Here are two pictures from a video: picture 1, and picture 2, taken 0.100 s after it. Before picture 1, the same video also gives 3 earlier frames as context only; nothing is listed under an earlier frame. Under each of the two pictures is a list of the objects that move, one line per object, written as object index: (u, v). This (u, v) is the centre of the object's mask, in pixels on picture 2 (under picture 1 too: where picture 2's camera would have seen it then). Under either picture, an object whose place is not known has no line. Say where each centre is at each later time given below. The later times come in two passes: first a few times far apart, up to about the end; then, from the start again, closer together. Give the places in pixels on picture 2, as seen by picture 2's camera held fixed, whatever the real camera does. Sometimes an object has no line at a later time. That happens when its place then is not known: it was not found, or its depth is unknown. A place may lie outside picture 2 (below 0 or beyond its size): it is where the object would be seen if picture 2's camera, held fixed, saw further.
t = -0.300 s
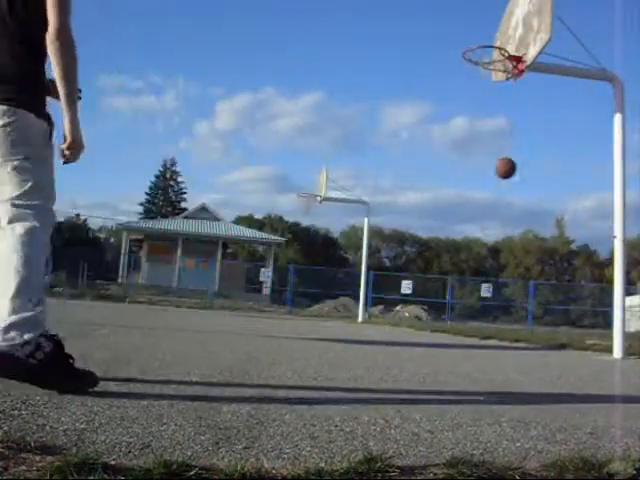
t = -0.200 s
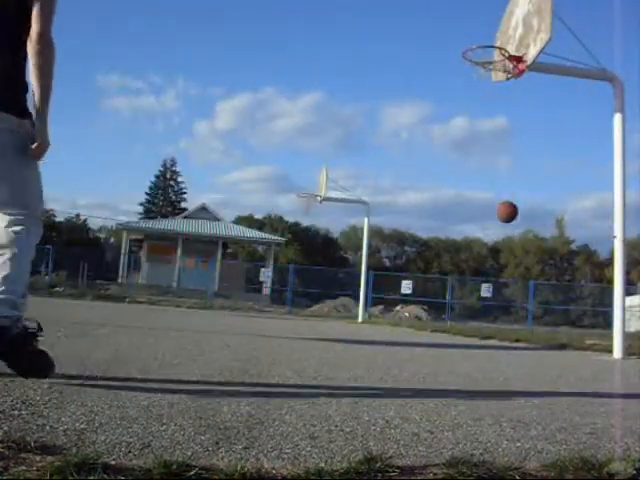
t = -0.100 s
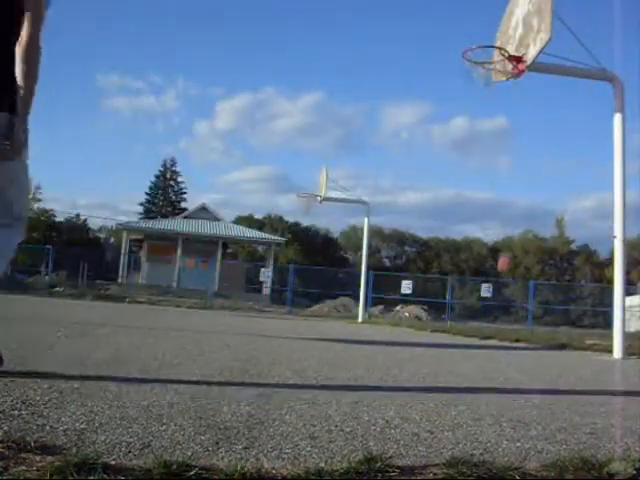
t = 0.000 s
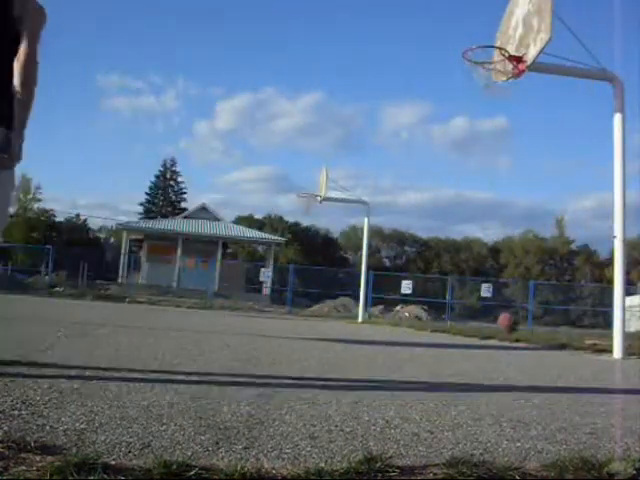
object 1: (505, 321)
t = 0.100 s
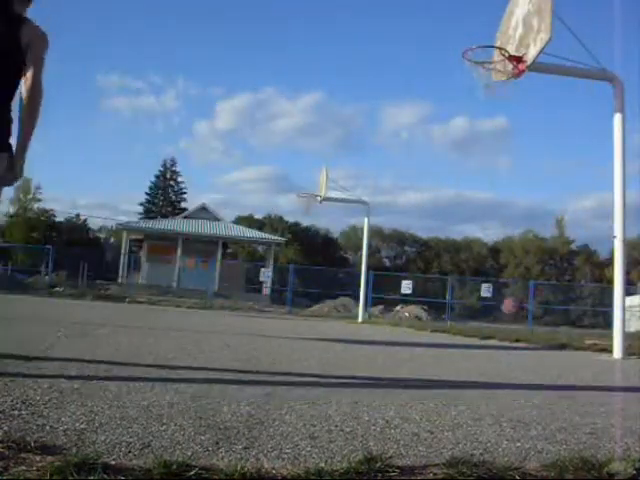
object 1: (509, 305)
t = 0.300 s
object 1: (525, 222)
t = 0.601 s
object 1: (540, 159)
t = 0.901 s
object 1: (552, 174)
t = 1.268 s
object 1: (558, 315)
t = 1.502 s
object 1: (569, 265)
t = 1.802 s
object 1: (583, 200)
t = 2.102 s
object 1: (592, 227)
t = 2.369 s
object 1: (595, 334)
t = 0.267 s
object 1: (523, 233)
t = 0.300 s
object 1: (525, 222)
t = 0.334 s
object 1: (527, 211)
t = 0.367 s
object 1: (529, 201)
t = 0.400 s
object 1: (530, 192)
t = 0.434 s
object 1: (532, 184)
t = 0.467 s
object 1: (533, 177)
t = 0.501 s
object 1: (535, 171)
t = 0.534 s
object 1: (537, 166)
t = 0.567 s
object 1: (538, 162)
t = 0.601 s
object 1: (540, 159)
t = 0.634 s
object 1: (541, 156)
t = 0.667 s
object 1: (542, 155)
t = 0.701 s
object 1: (544, 155)
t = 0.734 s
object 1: (545, 156)
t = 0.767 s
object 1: (546, 157)
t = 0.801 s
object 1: (547, 160)
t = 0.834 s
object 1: (549, 164)
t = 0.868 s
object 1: (550, 169)
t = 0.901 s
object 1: (552, 174)
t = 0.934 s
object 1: (553, 182)
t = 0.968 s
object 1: (554, 190)
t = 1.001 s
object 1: (555, 199)
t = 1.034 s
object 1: (556, 210)
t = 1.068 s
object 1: (557, 221)
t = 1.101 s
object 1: (560, 232)
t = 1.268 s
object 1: (558, 315)
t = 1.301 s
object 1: (560, 337)
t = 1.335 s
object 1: (563, 340)
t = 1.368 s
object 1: (563, 323)
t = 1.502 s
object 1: (569, 265)
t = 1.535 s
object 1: (569, 253)
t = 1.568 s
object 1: (577, 243)
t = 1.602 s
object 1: (578, 234)
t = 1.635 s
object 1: (579, 225)
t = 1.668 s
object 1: (579, 218)
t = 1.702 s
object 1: (580, 212)
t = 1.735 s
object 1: (581, 207)
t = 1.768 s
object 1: (582, 203)
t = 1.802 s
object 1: (583, 200)
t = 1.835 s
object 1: (585, 198)
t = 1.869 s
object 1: (585, 198)
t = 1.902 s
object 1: (586, 199)
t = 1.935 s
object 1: (588, 201)
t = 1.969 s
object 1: (589, 203)
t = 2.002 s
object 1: (589, 208)
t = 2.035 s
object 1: (590, 213)
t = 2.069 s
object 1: (591, 220)
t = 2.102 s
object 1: (592, 227)
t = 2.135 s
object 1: (592, 236)
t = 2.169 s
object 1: (594, 246)
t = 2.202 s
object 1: (595, 257)
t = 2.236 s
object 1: (596, 271)
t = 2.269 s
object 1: (597, 285)
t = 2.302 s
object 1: (595, 302)
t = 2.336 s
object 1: (591, 317)
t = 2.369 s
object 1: (595, 334)
